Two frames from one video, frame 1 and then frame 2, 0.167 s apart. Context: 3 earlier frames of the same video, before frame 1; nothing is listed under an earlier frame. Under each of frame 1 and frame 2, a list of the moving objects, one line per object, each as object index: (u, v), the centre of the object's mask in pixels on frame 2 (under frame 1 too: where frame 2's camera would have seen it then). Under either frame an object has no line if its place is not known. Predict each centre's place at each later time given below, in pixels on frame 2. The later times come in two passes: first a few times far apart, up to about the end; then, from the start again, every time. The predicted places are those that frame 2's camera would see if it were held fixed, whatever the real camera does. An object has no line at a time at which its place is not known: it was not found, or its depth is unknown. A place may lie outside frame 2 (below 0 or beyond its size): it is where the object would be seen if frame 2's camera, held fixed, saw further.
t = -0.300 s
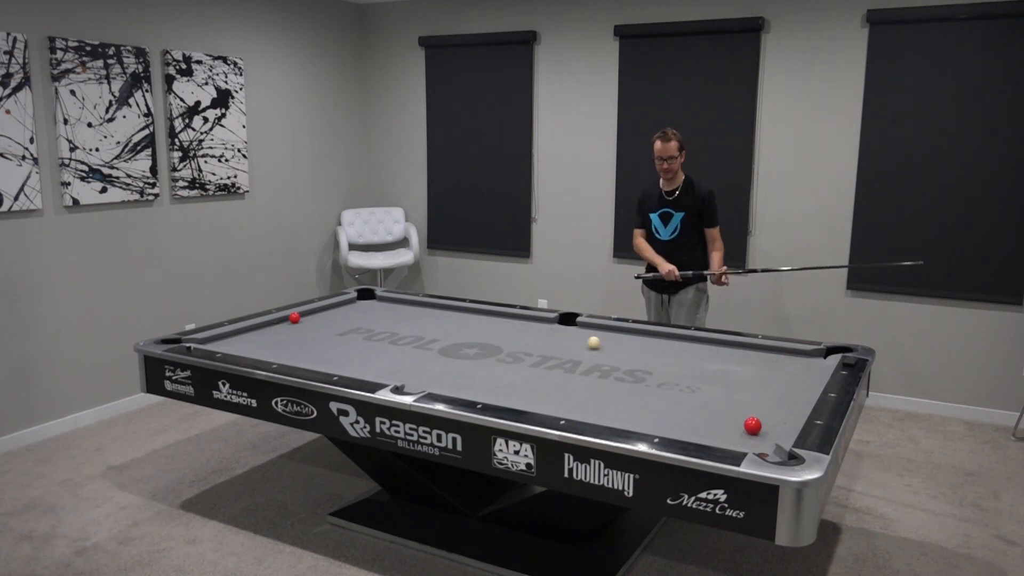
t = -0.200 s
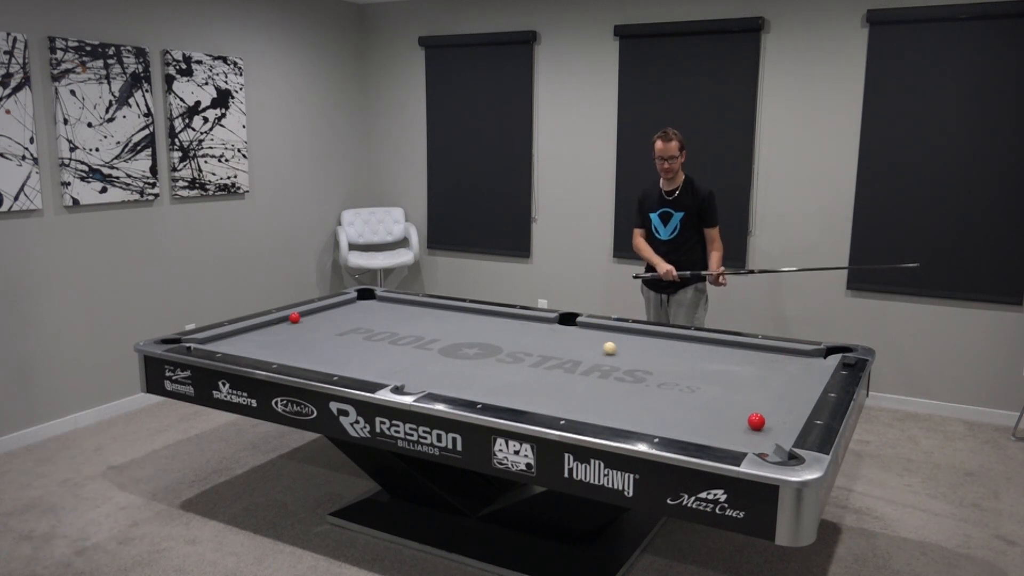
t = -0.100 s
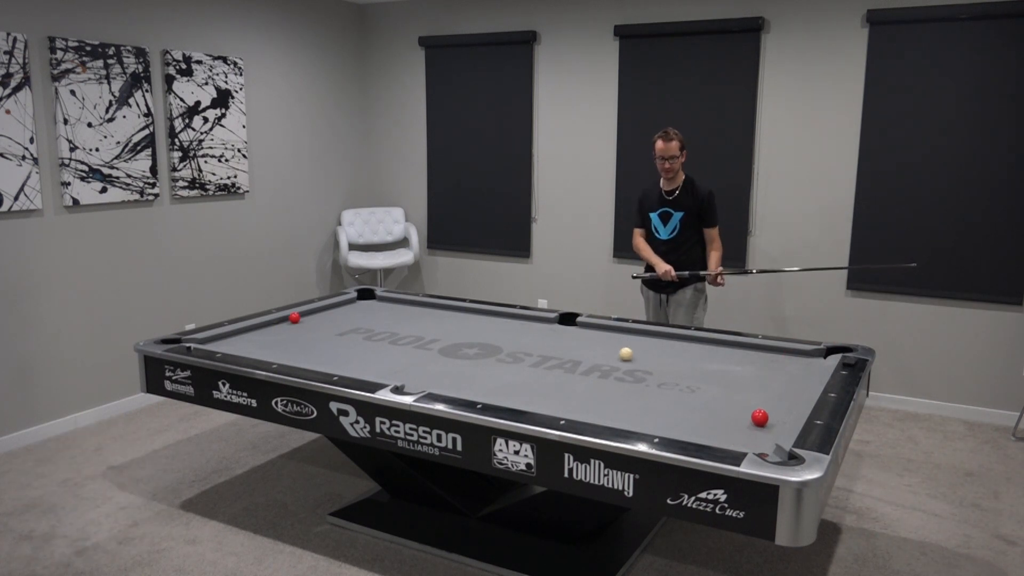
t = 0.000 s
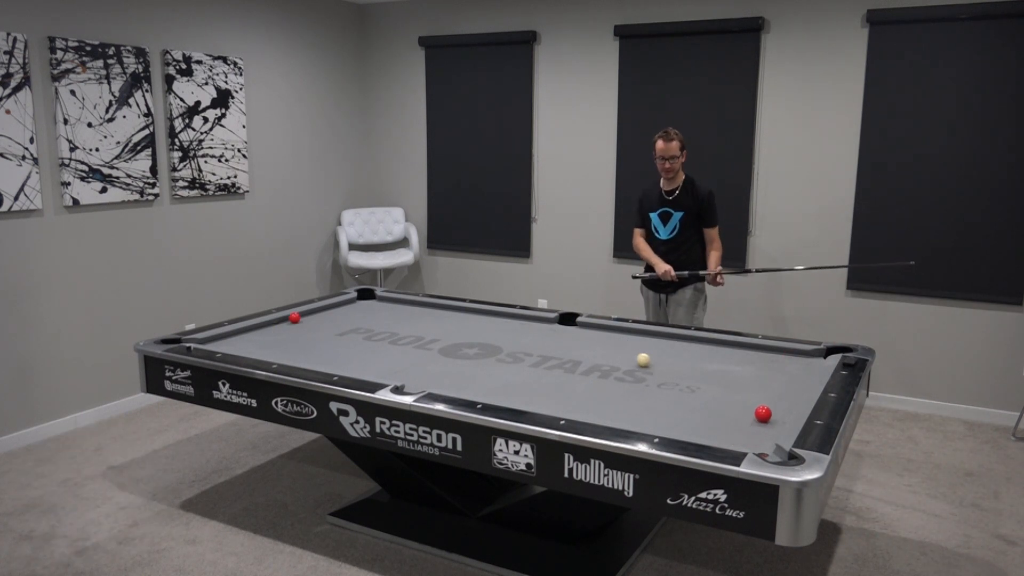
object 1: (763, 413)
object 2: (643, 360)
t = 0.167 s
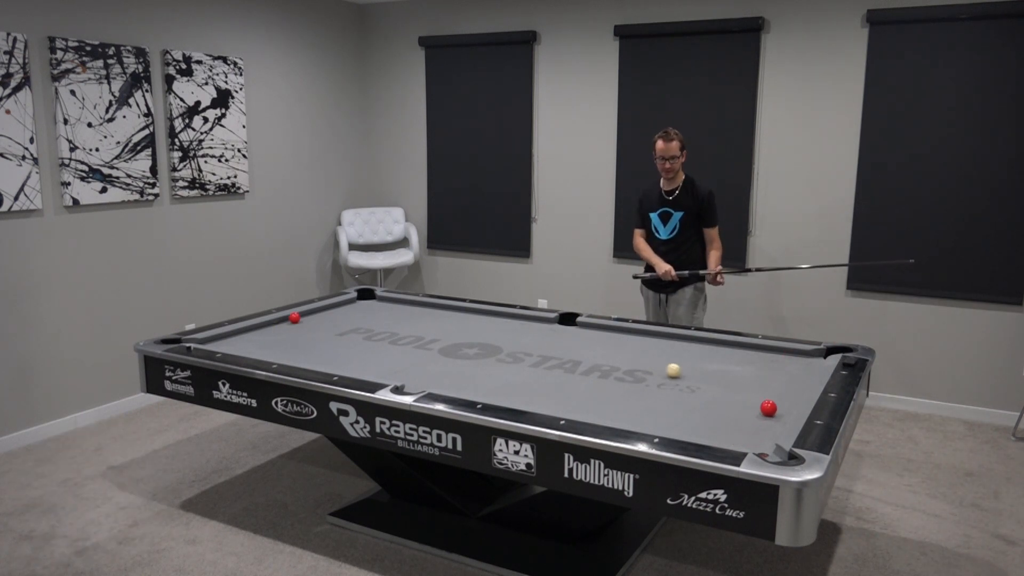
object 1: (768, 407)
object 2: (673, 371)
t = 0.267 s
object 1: (771, 404)
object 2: (692, 377)
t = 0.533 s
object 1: (779, 396)
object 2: (748, 397)
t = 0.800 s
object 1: (785, 389)
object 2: (765, 413)
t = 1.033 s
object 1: (791, 383)
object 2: (720, 418)
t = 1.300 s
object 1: (796, 377)
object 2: (668, 424)
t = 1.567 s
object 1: (801, 372)
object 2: (627, 419)
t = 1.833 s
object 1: (806, 367)
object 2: (604, 408)
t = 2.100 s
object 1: (810, 363)
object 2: (584, 397)
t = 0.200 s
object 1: (769, 406)
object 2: (679, 373)
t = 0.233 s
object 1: (770, 405)
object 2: (686, 375)
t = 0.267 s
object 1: (771, 404)
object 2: (692, 377)
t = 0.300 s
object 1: (772, 403)
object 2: (699, 380)
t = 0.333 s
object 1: (773, 402)
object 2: (706, 382)
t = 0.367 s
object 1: (774, 401)
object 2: (713, 384)
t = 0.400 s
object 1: (775, 400)
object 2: (719, 387)
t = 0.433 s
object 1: (776, 399)
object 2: (726, 389)
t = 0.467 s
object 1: (777, 398)
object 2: (734, 392)
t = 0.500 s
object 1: (778, 397)
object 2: (741, 395)
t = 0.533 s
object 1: (779, 396)
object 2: (748, 397)
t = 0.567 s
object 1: (779, 395)
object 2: (756, 400)
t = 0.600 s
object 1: (780, 394)
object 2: (763, 403)
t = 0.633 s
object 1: (781, 393)
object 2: (771, 405)
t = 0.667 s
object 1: (782, 392)
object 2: (779, 408)
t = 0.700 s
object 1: (783, 391)
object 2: (785, 410)
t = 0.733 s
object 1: (784, 391)
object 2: (779, 411)
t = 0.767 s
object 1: (785, 390)
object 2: (772, 412)
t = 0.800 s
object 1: (785, 389)
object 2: (765, 413)
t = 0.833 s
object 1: (786, 388)
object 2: (759, 413)
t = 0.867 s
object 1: (787, 387)
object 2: (752, 414)
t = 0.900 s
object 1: (788, 386)
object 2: (746, 415)
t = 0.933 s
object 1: (788, 385)
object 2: (740, 416)
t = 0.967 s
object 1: (789, 384)
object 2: (733, 416)
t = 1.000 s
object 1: (790, 384)
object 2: (727, 417)
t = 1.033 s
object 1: (791, 383)
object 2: (720, 418)
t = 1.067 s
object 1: (791, 382)
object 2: (714, 419)
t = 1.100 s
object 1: (792, 381)
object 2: (707, 419)
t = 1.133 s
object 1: (793, 381)
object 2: (701, 420)
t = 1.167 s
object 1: (794, 380)
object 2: (695, 421)
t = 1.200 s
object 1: (794, 379)
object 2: (688, 421)
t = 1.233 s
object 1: (795, 378)
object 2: (682, 422)
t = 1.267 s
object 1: (796, 378)
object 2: (675, 423)
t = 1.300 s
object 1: (796, 377)
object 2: (668, 424)
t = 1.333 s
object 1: (797, 376)
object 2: (662, 424)
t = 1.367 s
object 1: (798, 376)
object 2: (656, 423)
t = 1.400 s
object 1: (798, 375)
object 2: (649, 423)
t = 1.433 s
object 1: (799, 374)
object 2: (643, 423)
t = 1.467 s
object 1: (799, 374)
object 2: (637, 423)
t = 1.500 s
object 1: (800, 373)
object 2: (634, 422)
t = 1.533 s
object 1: (801, 372)
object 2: (630, 421)
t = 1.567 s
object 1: (801, 372)
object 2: (627, 419)
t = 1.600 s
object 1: (802, 371)
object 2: (624, 418)
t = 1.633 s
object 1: (803, 370)
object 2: (621, 417)
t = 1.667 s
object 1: (803, 370)
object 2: (618, 415)
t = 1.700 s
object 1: (804, 369)
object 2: (615, 414)
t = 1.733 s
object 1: (804, 369)
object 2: (613, 413)
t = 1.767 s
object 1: (805, 368)
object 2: (610, 412)
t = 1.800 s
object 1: (806, 368)
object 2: (607, 410)
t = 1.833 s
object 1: (806, 367)
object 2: (604, 408)
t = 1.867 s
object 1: (807, 366)
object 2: (602, 407)
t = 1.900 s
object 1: (807, 366)
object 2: (599, 405)
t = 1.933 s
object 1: (808, 365)
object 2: (597, 404)
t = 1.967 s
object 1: (808, 365)
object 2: (594, 403)
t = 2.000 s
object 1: (809, 364)
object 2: (591, 401)
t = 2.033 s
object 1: (809, 364)
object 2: (589, 400)
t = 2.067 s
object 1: (810, 363)
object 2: (586, 398)
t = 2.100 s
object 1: (810, 363)
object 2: (584, 397)
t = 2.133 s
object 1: (811, 362)
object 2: (582, 396)
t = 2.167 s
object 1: (811, 362)
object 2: (580, 394)
